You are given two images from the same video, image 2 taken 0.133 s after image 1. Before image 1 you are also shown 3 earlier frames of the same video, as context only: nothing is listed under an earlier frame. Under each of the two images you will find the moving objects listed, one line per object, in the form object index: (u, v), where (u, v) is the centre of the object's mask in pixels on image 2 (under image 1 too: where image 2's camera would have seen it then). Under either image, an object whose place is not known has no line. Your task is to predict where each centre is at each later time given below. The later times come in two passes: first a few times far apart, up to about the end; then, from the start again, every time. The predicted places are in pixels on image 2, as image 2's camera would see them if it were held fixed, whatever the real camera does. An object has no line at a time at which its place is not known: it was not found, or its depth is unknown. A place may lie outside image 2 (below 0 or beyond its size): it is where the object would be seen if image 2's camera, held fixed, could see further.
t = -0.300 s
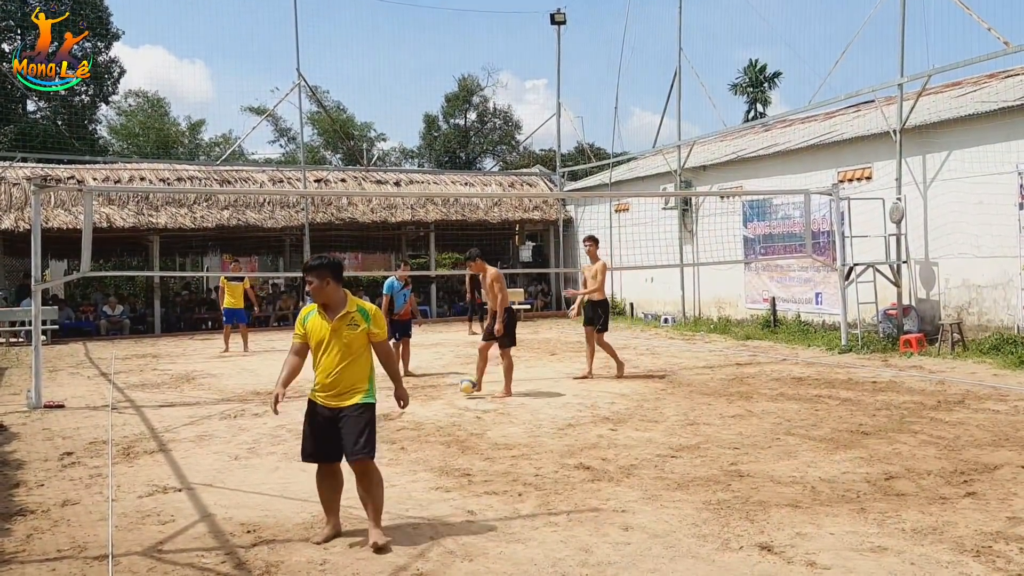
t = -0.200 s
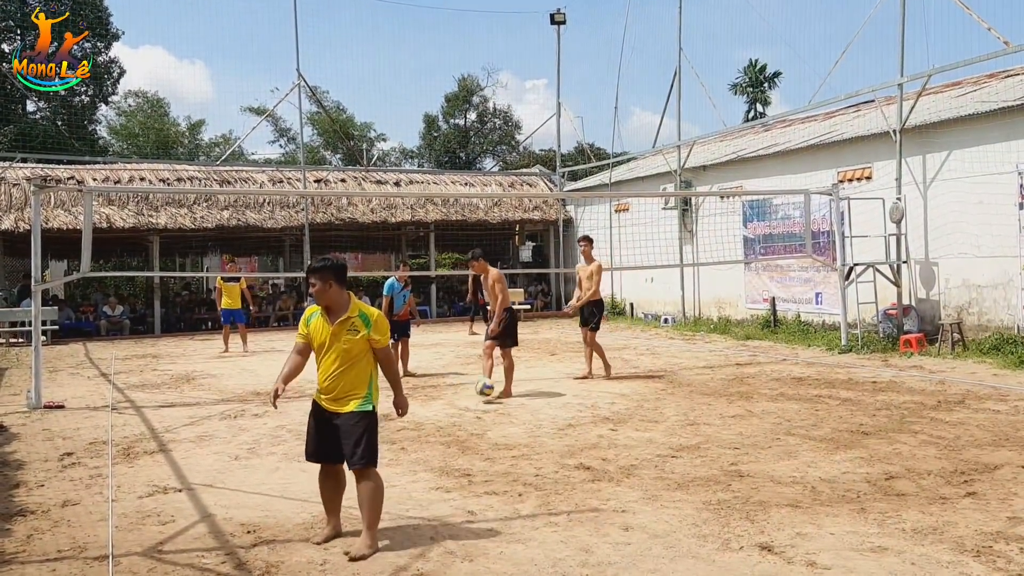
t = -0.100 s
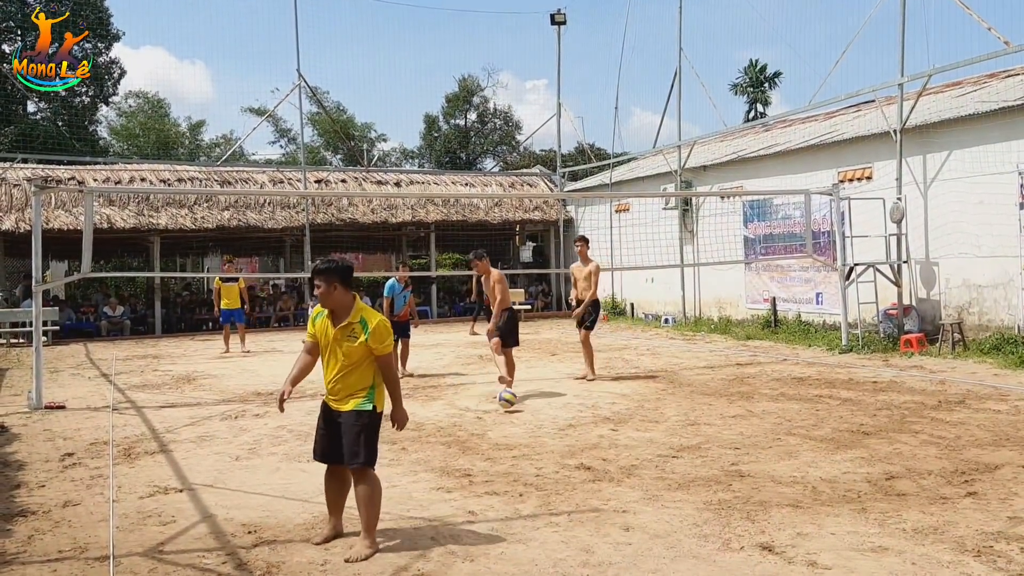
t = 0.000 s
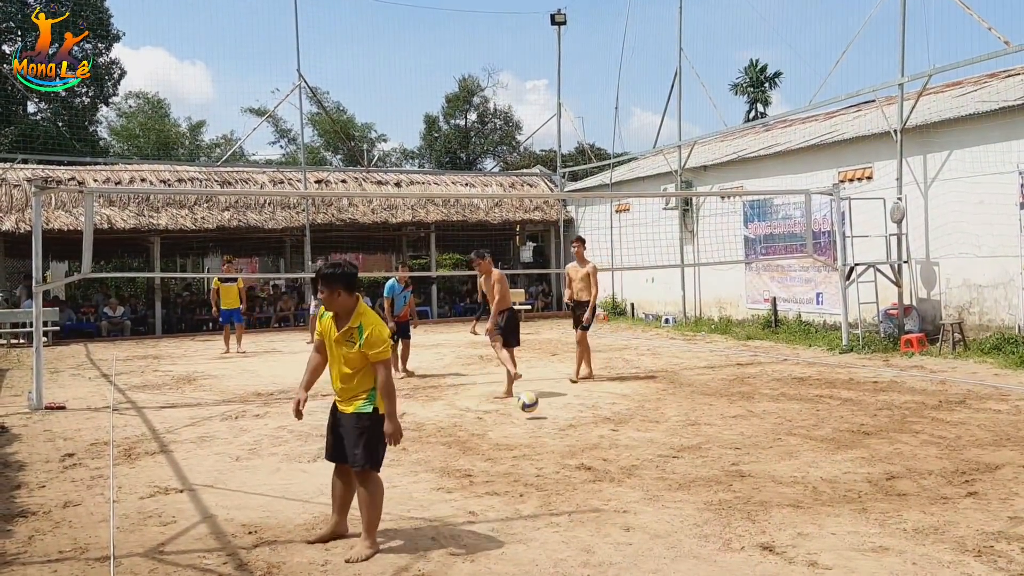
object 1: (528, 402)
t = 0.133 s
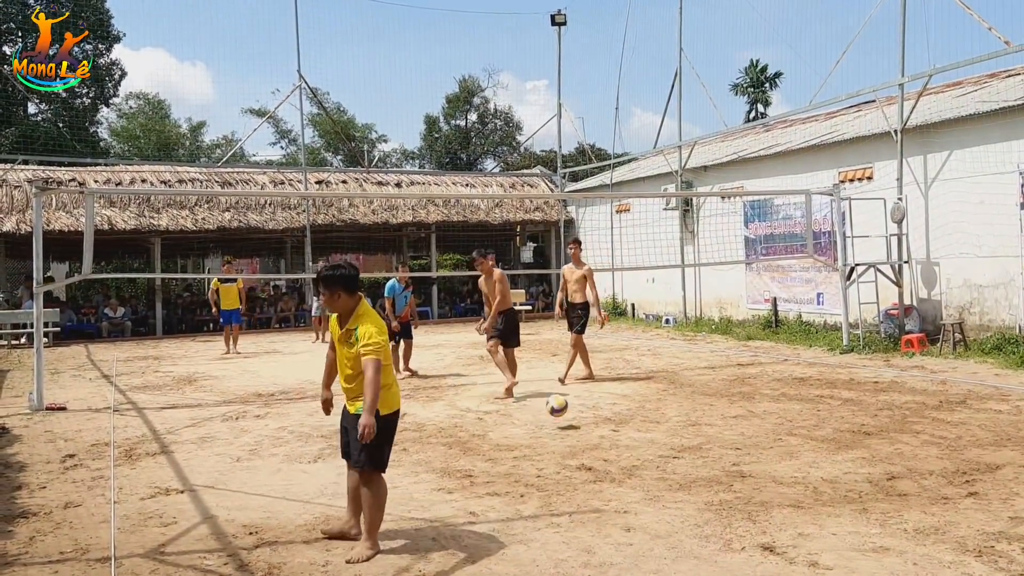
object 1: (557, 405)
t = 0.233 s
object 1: (581, 422)
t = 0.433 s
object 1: (633, 437)
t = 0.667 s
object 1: (712, 461)
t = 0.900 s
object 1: (810, 484)
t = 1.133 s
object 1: (930, 499)
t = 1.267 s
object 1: (1007, 535)
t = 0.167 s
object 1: (564, 410)
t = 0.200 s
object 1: (573, 416)
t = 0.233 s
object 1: (581, 422)
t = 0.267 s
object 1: (588, 425)
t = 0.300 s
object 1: (597, 424)
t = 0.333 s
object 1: (606, 425)
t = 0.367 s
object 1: (614, 427)
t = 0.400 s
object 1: (623, 431)
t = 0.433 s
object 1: (633, 437)
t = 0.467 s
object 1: (643, 444)
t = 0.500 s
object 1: (653, 446)
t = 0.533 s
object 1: (664, 448)
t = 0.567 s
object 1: (675, 453)
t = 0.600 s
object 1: (687, 455)
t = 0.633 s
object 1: (699, 458)
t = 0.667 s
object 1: (712, 461)
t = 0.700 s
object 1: (724, 460)
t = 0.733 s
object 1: (737, 462)
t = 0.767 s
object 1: (751, 465)
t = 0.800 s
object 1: (765, 469)
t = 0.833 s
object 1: (780, 476)
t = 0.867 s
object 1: (796, 485)
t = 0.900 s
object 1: (810, 484)
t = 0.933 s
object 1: (825, 480)
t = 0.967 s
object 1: (841, 478)
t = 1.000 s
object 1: (857, 478)
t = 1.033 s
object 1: (874, 480)
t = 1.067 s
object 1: (893, 484)
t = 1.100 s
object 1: (911, 490)
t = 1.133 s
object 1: (930, 499)
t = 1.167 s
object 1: (951, 510)
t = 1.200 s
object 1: (972, 524)
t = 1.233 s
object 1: (994, 538)
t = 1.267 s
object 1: (1007, 535)
